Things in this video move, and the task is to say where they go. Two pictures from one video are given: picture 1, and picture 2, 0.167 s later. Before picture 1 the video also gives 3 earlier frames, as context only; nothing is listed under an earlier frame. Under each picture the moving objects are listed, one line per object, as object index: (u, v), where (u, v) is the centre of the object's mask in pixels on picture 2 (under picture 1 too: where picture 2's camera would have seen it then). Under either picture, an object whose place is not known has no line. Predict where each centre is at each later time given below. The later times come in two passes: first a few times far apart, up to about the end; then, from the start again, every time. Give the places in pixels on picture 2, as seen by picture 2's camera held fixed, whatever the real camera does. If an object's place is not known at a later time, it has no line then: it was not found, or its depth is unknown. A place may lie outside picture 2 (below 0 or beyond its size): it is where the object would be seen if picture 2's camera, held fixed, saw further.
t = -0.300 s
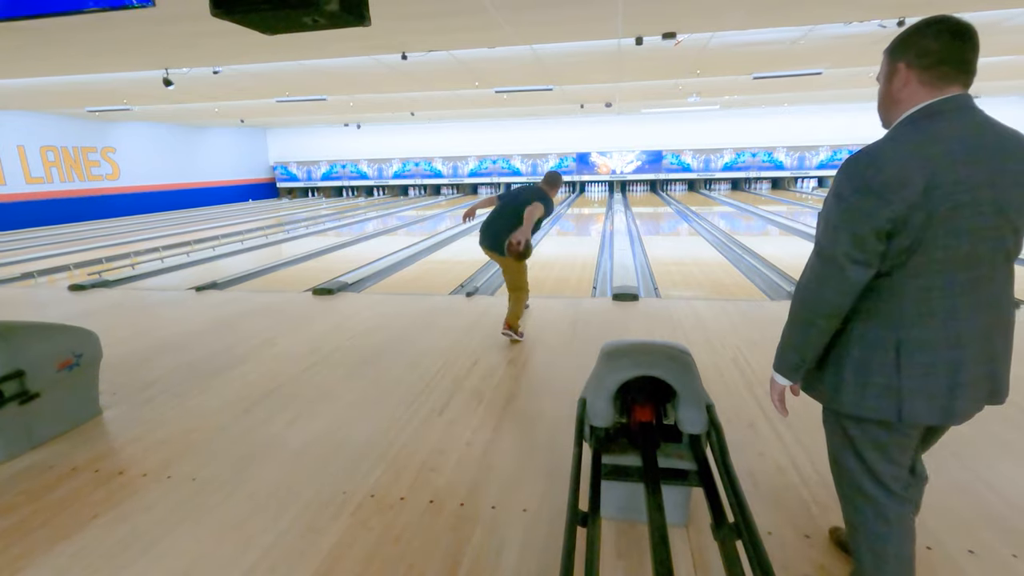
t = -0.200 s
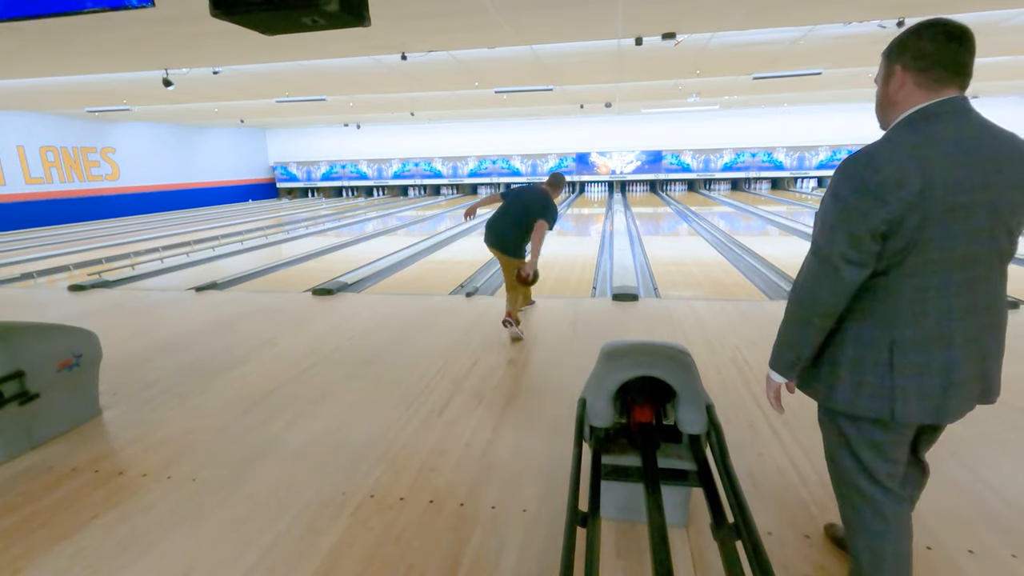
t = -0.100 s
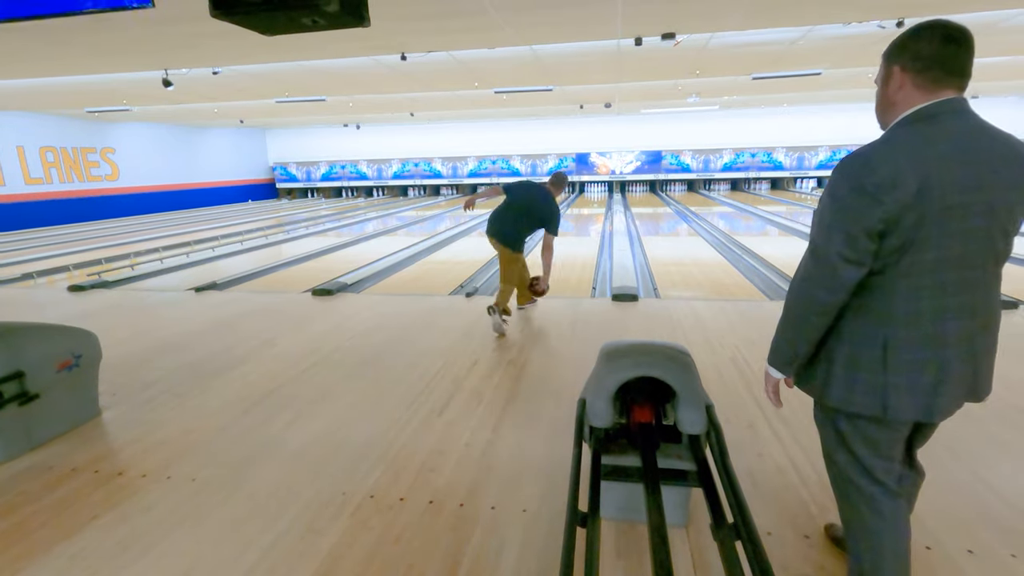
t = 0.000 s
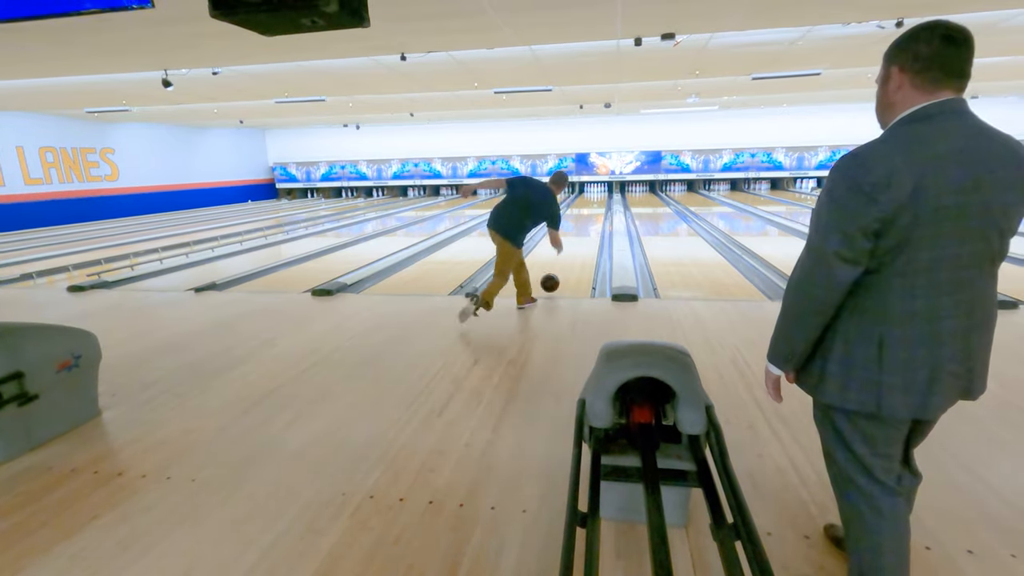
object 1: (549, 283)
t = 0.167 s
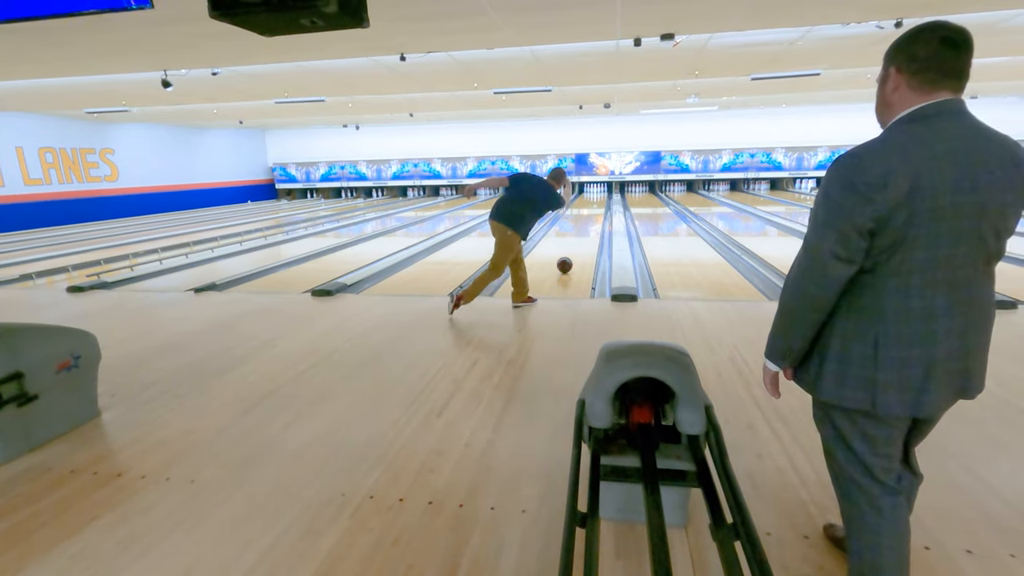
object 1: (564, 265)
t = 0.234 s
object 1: (569, 258)
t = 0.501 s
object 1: (583, 238)
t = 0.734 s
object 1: (591, 226)
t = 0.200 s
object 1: (567, 261)
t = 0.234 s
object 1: (569, 258)
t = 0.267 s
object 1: (571, 255)
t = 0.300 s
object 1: (573, 252)
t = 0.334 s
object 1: (575, 250)
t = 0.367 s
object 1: (577, 247)
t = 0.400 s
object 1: (578, 244)
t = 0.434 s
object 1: (580, 242)
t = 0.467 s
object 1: (582, 240)
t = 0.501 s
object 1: (583, 238)
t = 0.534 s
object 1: (584, 236)
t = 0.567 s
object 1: (586, 234)
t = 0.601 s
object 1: (587, 233)
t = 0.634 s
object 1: (588, 231)
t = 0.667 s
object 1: (589, 229)
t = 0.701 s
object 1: (590, 228)
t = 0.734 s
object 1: (591, 226)
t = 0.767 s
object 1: (592, 225)
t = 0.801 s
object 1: (593, 223)
